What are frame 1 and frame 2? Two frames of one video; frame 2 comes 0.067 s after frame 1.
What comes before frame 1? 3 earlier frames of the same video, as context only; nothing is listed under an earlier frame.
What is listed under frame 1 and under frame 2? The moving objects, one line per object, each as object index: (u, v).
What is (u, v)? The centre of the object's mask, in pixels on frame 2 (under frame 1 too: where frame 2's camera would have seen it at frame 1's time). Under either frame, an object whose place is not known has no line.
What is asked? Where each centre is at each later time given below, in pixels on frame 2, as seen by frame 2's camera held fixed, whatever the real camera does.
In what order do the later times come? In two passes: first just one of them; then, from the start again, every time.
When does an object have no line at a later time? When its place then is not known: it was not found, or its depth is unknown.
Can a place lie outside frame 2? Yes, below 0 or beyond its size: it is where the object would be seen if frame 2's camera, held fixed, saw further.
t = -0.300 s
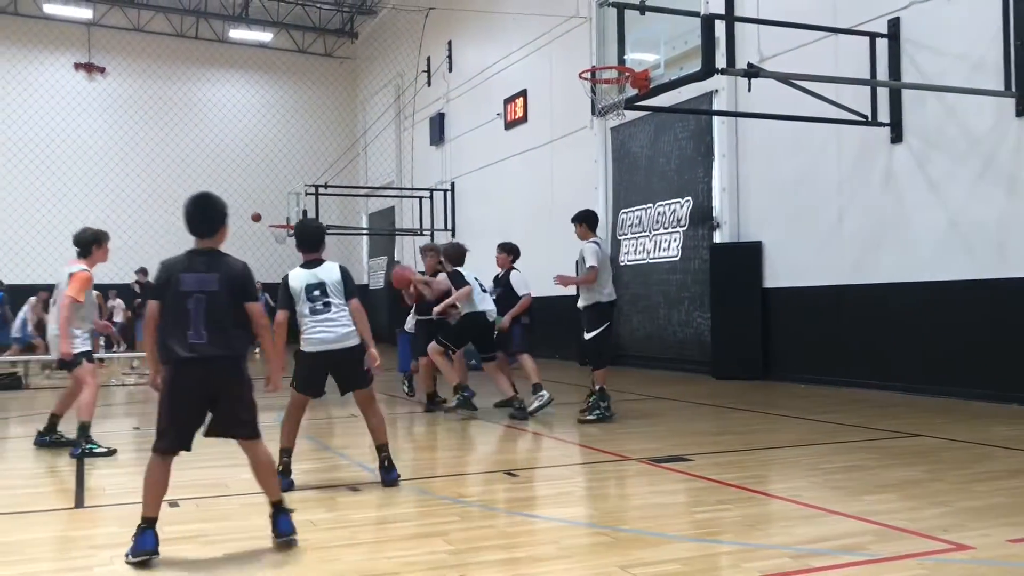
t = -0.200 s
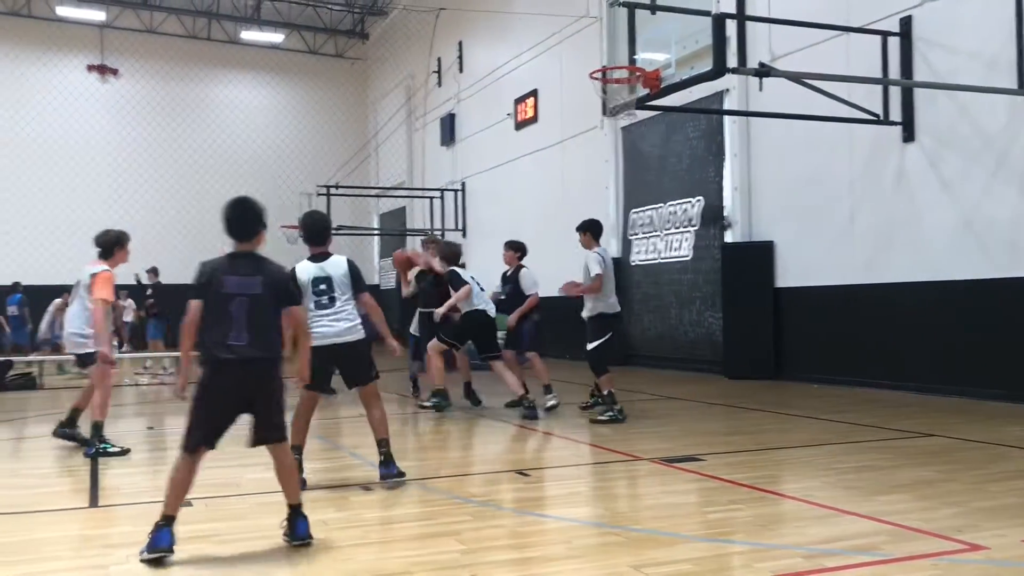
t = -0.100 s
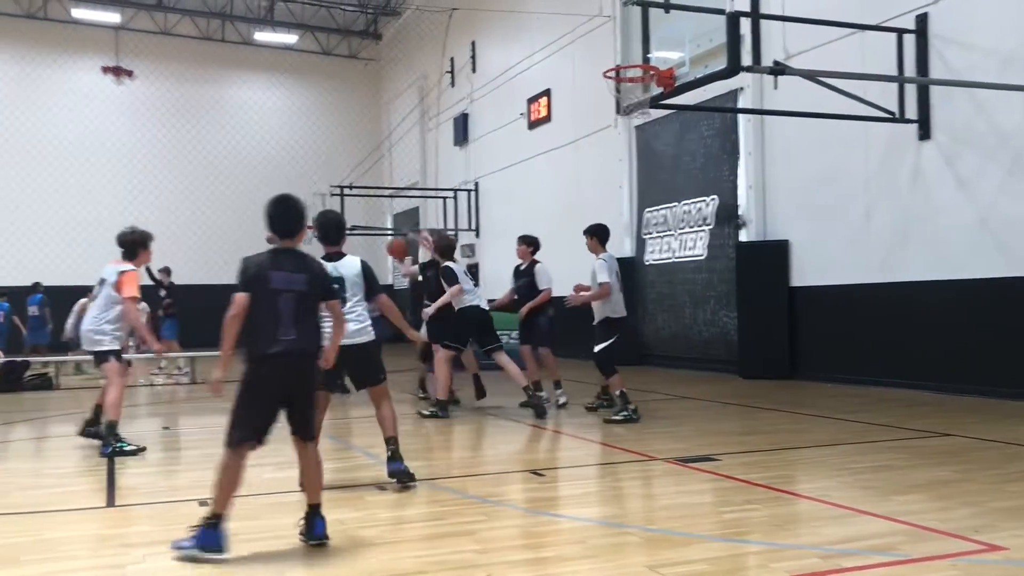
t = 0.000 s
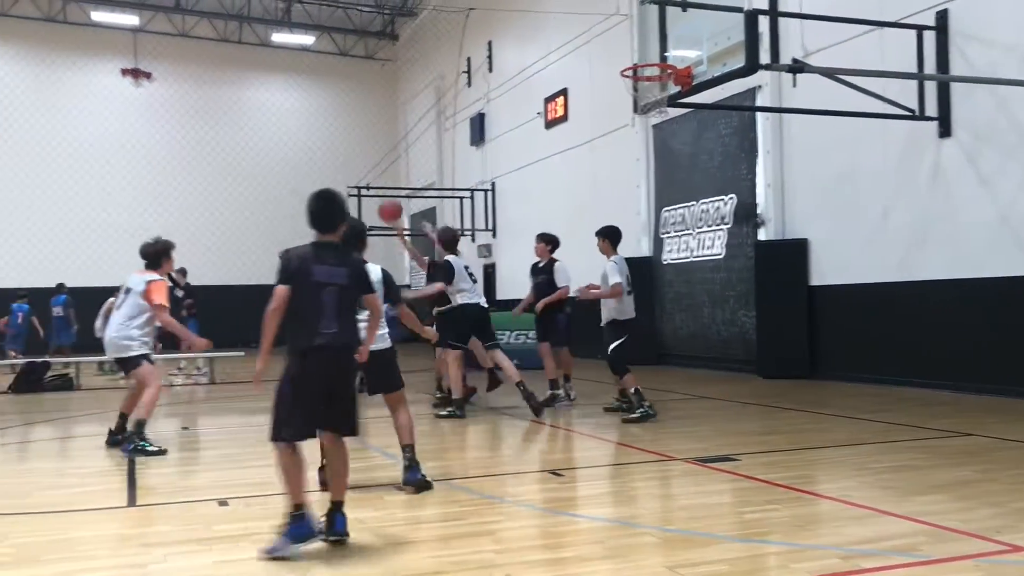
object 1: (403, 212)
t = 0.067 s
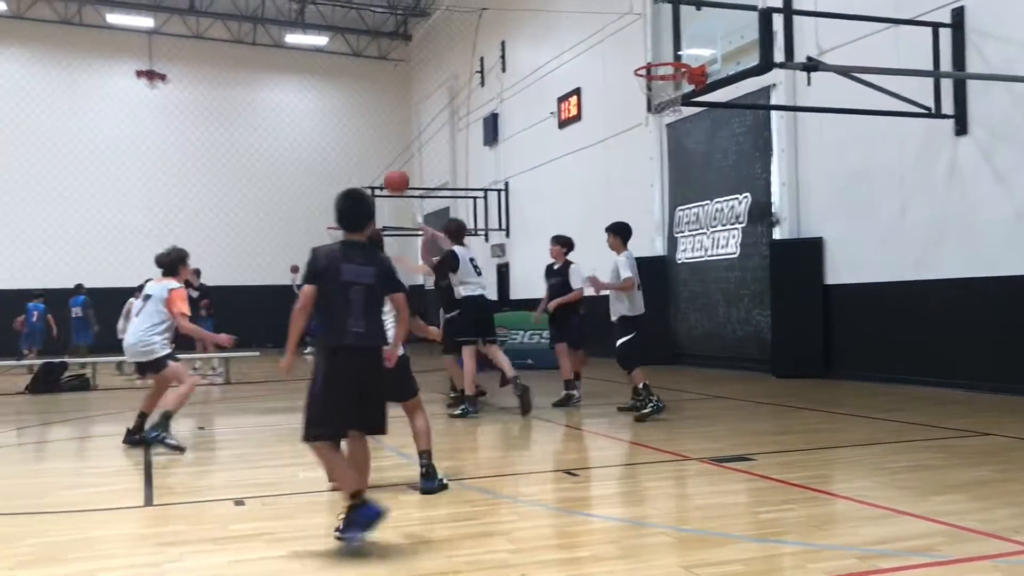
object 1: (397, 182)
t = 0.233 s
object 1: (379, 120)
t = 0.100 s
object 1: (393, 168)
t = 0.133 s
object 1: (390, 155)
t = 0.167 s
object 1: (387, 143)
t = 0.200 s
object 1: (383, 132)
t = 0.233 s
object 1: (379, 120)
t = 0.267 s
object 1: (376, 111)
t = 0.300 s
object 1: (371, 101)
